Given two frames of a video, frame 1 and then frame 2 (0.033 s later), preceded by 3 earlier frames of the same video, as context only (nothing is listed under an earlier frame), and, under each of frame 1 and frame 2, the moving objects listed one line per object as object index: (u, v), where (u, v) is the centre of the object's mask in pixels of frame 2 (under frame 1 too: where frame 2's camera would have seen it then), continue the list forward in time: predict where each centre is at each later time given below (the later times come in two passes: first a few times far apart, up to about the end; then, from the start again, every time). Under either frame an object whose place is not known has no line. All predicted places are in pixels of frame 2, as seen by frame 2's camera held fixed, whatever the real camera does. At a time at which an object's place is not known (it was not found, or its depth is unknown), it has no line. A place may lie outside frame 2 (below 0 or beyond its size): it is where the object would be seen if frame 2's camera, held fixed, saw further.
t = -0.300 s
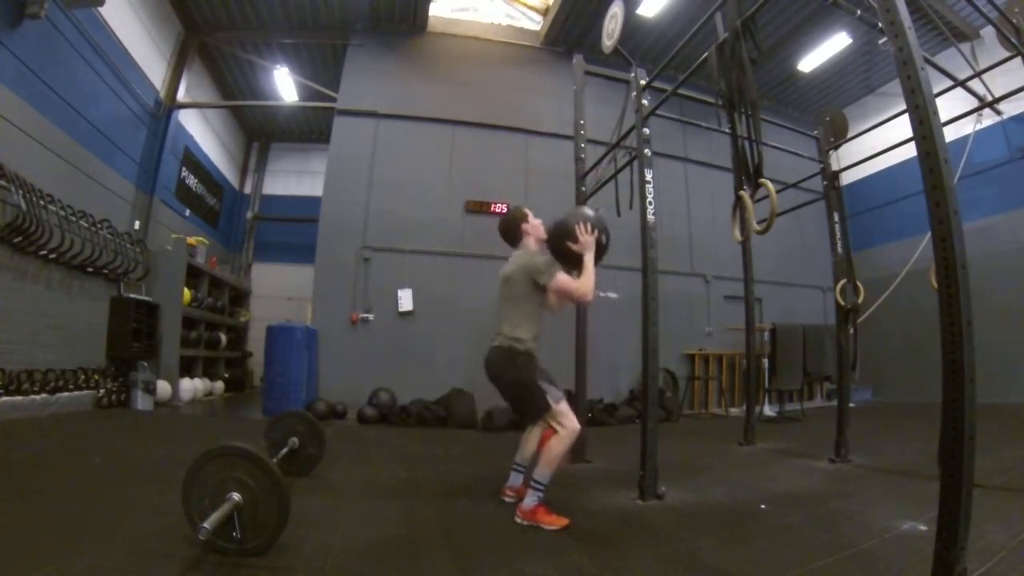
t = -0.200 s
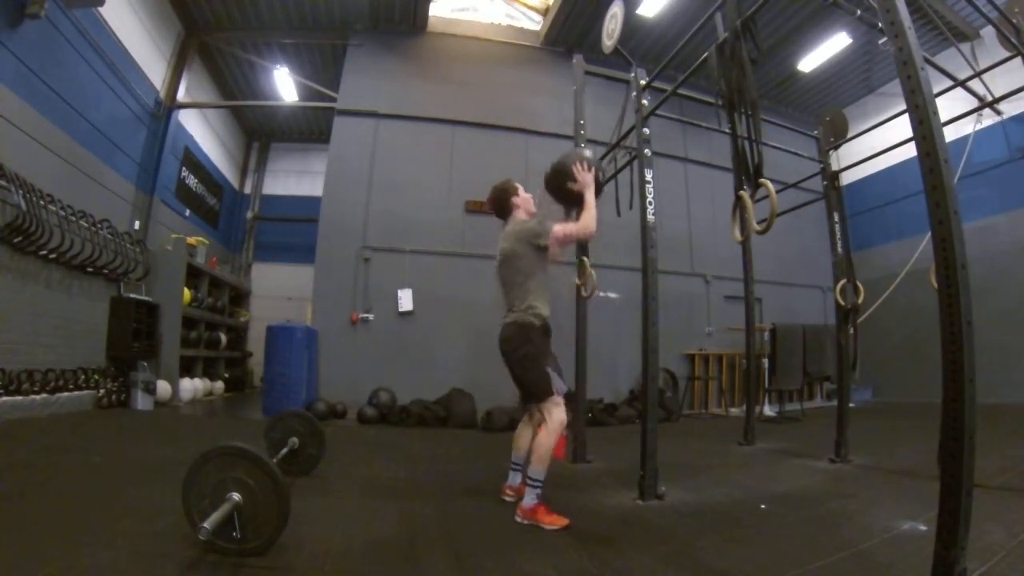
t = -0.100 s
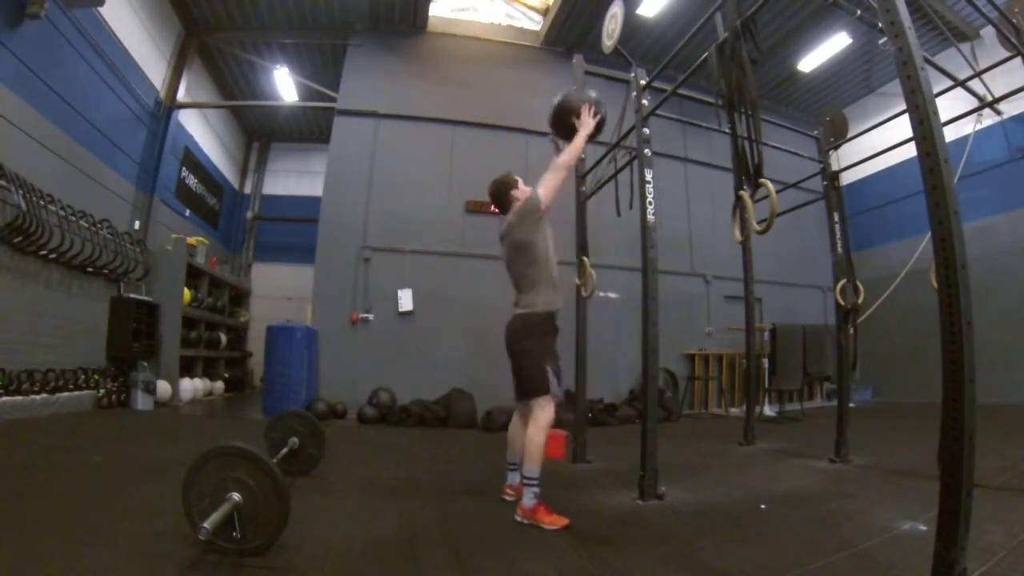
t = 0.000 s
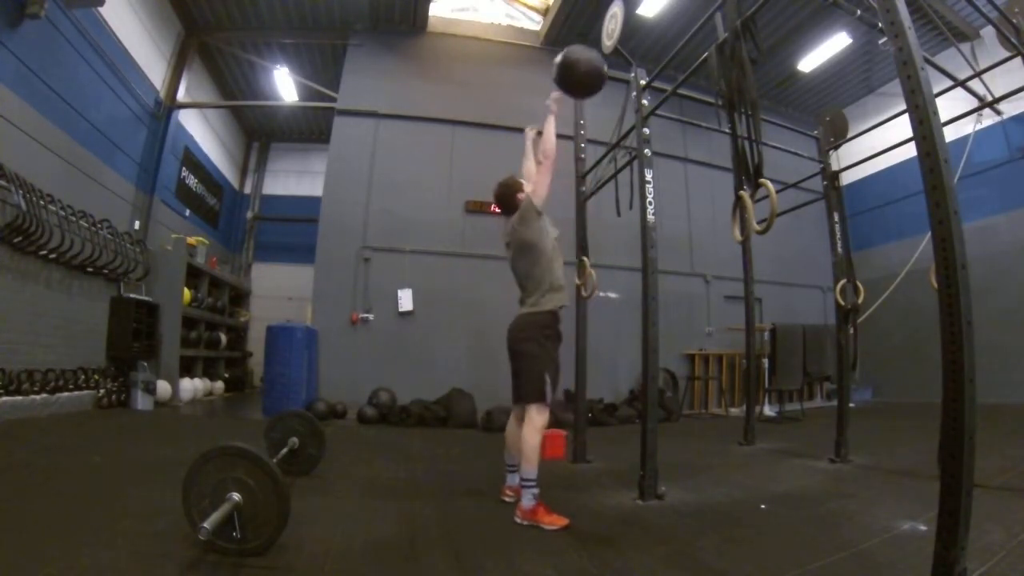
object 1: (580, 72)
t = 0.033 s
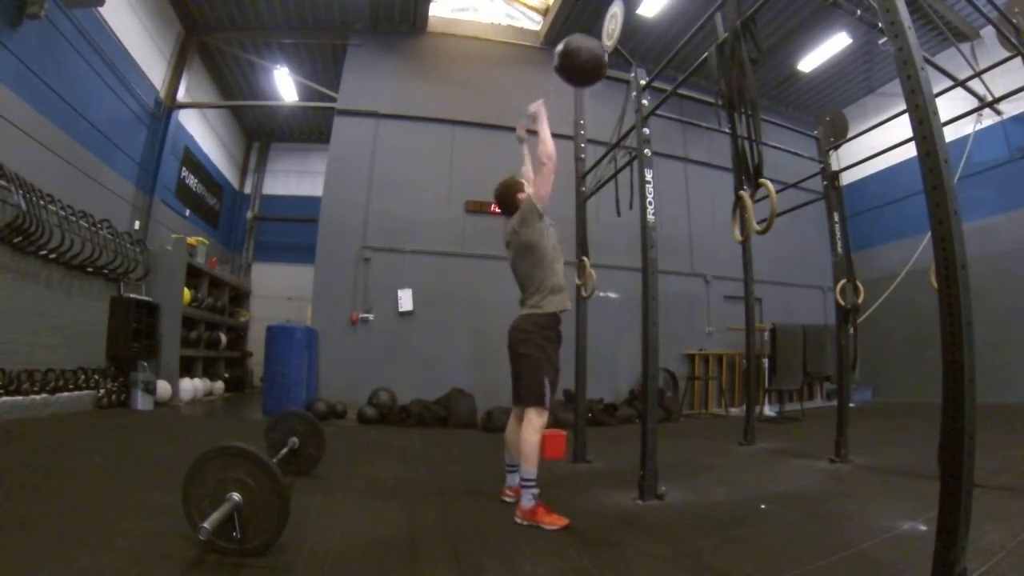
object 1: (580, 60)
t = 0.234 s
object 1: (586, 25)
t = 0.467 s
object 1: (590, 33)
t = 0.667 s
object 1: (589, 89)
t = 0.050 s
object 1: (581, 56)
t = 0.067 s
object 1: (581, 51)
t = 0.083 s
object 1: (582, 47)
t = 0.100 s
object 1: (582, 43)
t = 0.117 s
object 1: (583, 39)
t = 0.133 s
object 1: (583, 36)
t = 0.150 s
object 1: (584, 34)
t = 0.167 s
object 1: (584, 31)
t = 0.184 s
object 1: (584, 29)
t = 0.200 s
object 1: (585, 28)
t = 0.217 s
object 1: (586, 26)
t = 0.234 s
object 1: (586, 25)
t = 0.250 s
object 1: (587, 24)
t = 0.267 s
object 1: (588, 23)
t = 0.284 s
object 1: (588, 23)
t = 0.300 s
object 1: (589, 23)
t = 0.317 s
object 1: (589, 23)
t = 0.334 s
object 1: (590, 24)
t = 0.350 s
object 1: (590, 24)
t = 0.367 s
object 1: (590, 25)
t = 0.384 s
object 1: (590, 26)
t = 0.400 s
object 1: (591, 26)
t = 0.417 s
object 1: (590, 27)
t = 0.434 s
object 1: (590, 29)
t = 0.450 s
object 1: (590, 30)
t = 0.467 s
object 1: (590, 33)
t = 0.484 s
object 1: (589, 36)
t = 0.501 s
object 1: (589, 38)
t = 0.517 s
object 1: (589, 42)
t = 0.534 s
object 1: (589, 46)
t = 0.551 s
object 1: (589, 50)
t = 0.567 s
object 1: (589, 54)
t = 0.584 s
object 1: (589, 59)
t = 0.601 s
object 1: (589, 64)
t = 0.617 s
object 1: (589, 70)
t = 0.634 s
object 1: (589, 76)
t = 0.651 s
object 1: (589, 82)
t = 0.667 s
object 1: (589, 89)
